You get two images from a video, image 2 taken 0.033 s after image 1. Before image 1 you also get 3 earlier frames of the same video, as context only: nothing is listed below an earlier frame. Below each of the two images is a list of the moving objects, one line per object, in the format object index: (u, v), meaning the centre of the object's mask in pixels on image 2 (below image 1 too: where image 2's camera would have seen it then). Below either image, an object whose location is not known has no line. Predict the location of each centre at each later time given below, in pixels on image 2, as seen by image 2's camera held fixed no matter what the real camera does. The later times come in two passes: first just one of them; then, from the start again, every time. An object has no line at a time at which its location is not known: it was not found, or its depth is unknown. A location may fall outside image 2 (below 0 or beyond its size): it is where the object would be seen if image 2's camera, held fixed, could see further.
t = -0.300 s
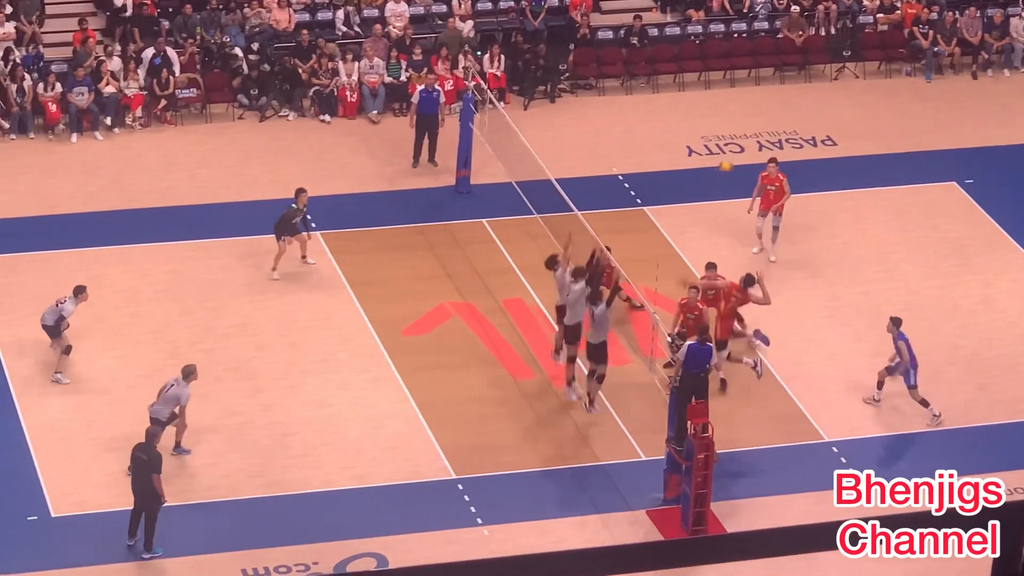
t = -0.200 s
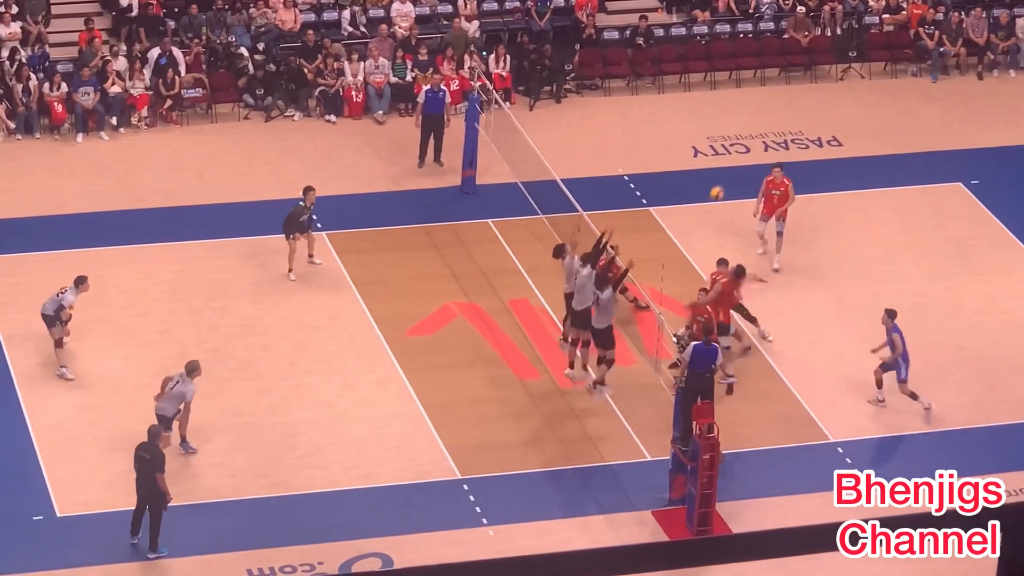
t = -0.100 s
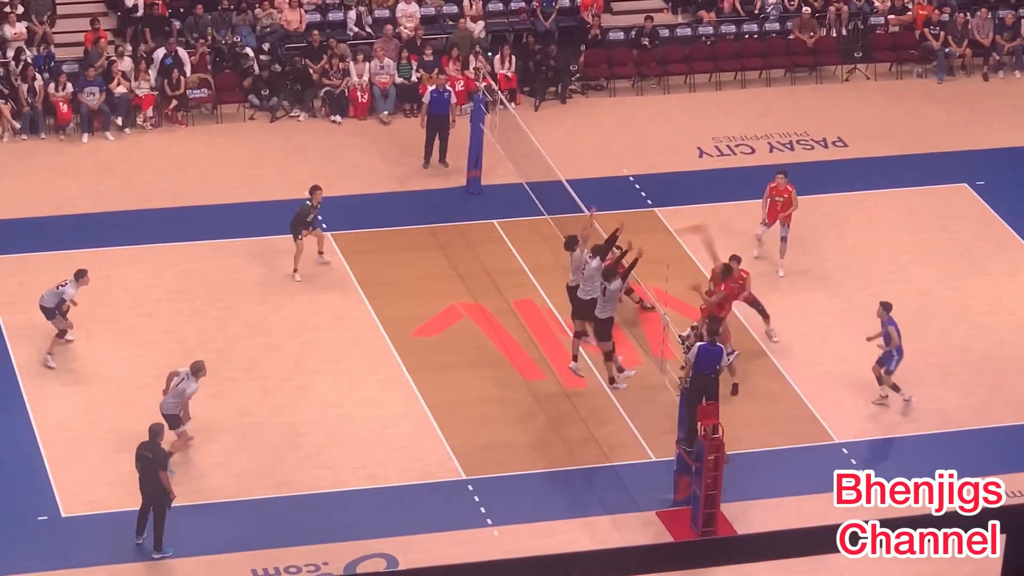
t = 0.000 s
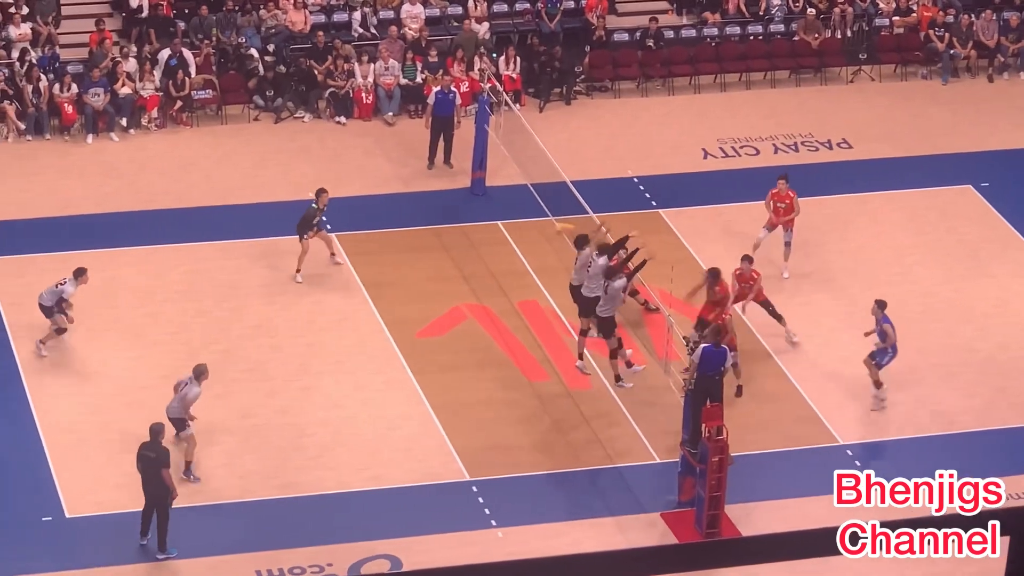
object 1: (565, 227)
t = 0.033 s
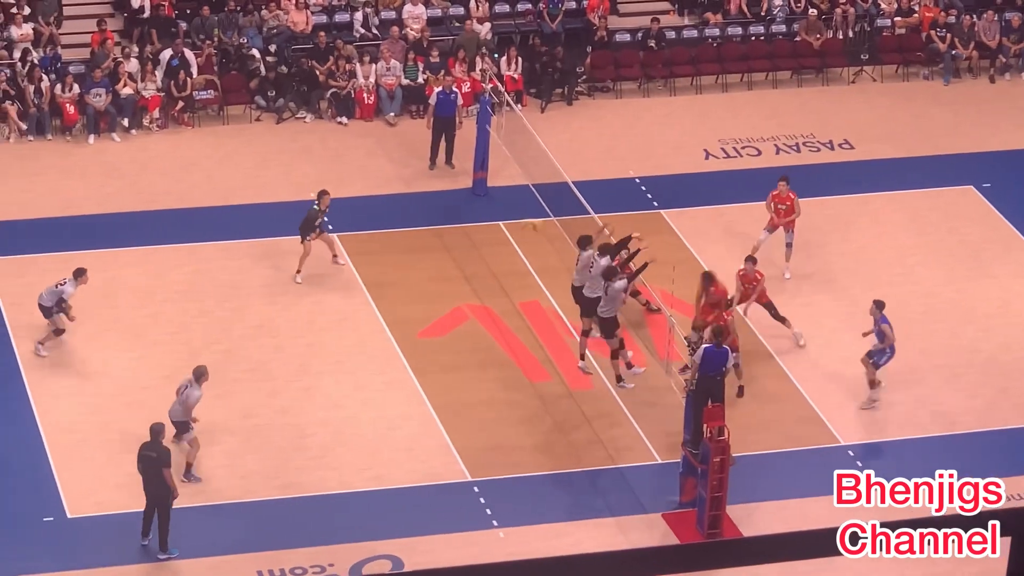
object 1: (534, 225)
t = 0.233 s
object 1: (348, 217)
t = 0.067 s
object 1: (500, 218)
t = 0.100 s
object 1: (468, 217)
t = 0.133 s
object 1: (437, 216)
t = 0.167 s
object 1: (408, 215)
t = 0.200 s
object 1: (377, 216)
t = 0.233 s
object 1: (348, 217)
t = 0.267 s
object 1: (319, 220)
